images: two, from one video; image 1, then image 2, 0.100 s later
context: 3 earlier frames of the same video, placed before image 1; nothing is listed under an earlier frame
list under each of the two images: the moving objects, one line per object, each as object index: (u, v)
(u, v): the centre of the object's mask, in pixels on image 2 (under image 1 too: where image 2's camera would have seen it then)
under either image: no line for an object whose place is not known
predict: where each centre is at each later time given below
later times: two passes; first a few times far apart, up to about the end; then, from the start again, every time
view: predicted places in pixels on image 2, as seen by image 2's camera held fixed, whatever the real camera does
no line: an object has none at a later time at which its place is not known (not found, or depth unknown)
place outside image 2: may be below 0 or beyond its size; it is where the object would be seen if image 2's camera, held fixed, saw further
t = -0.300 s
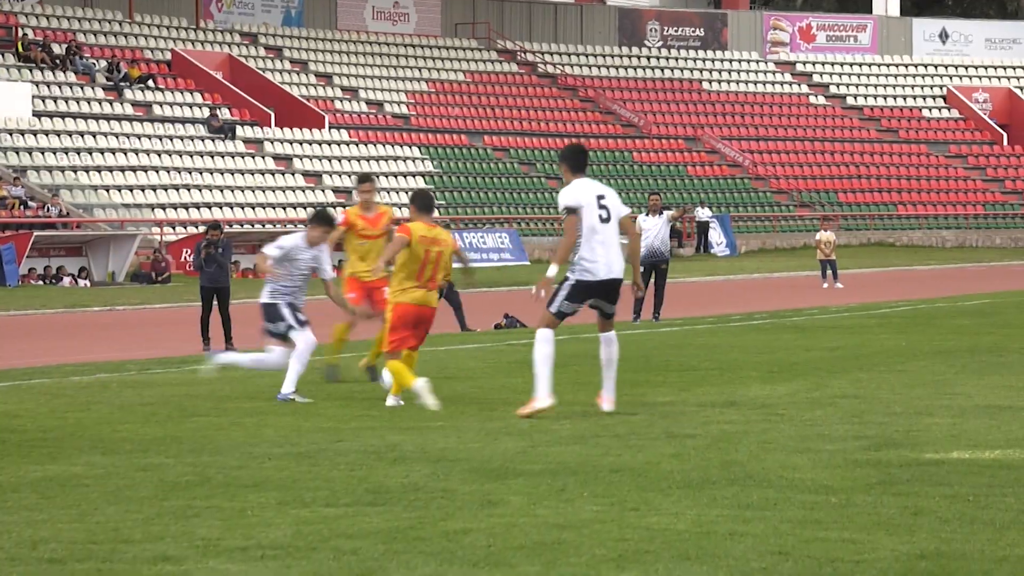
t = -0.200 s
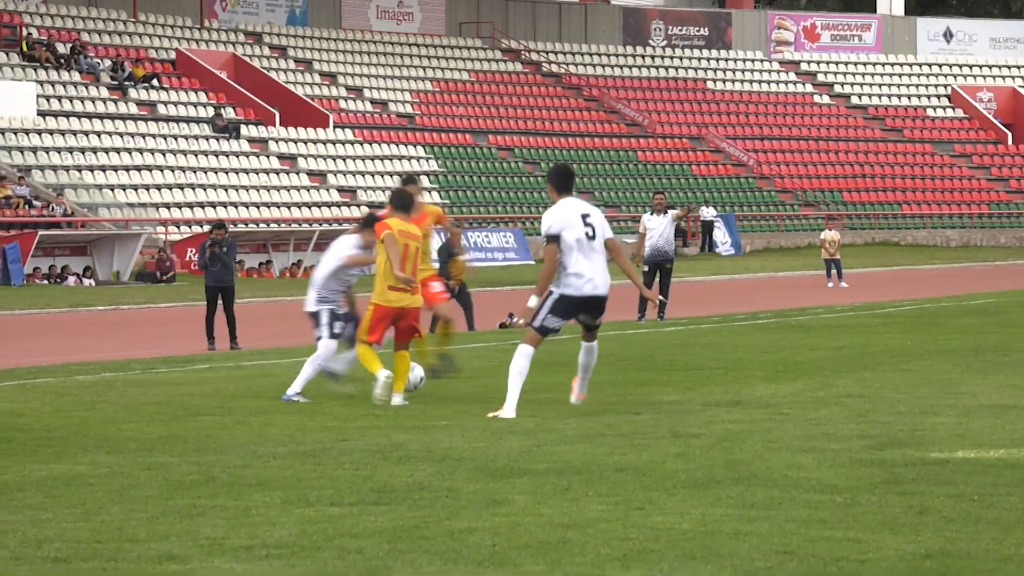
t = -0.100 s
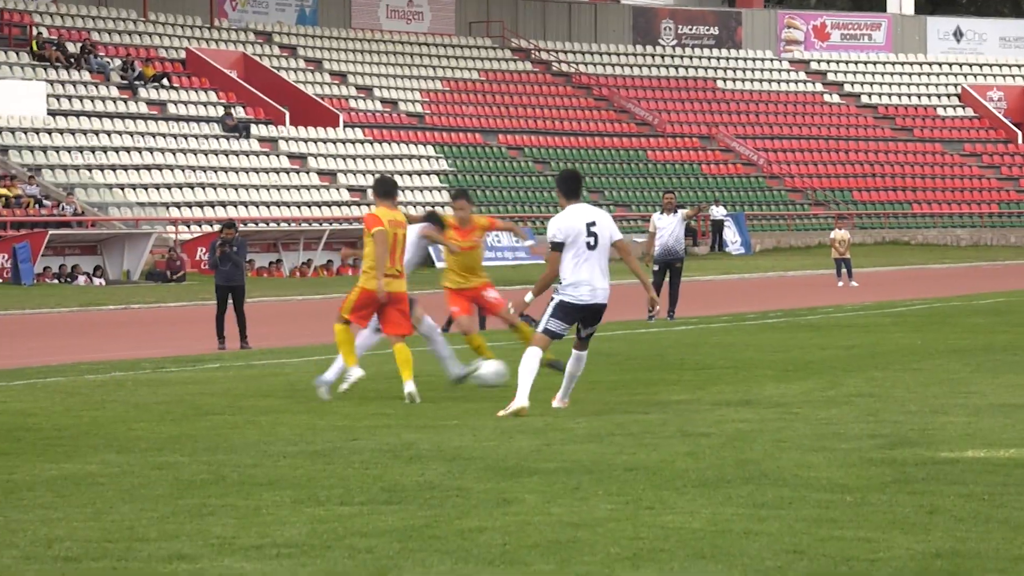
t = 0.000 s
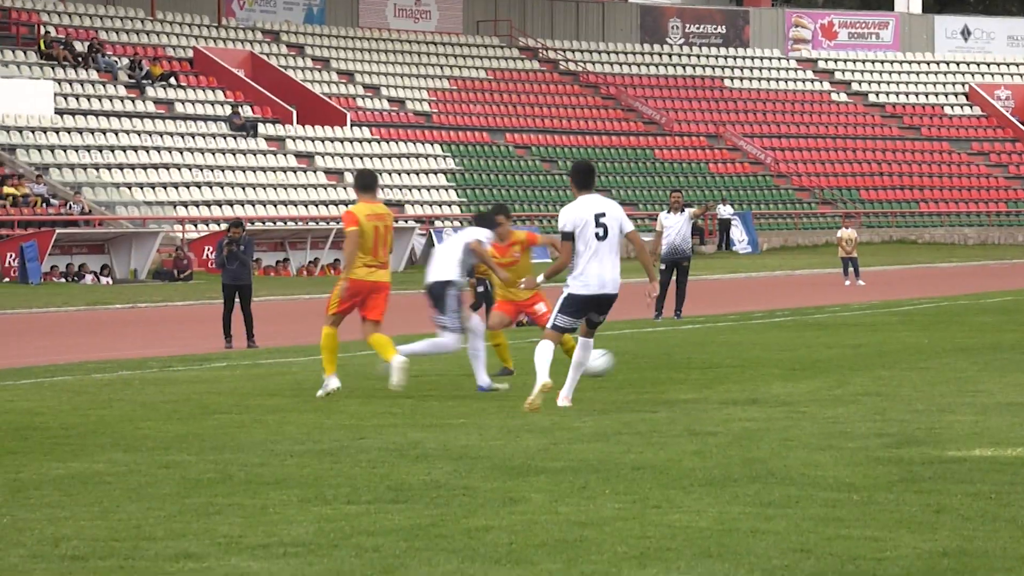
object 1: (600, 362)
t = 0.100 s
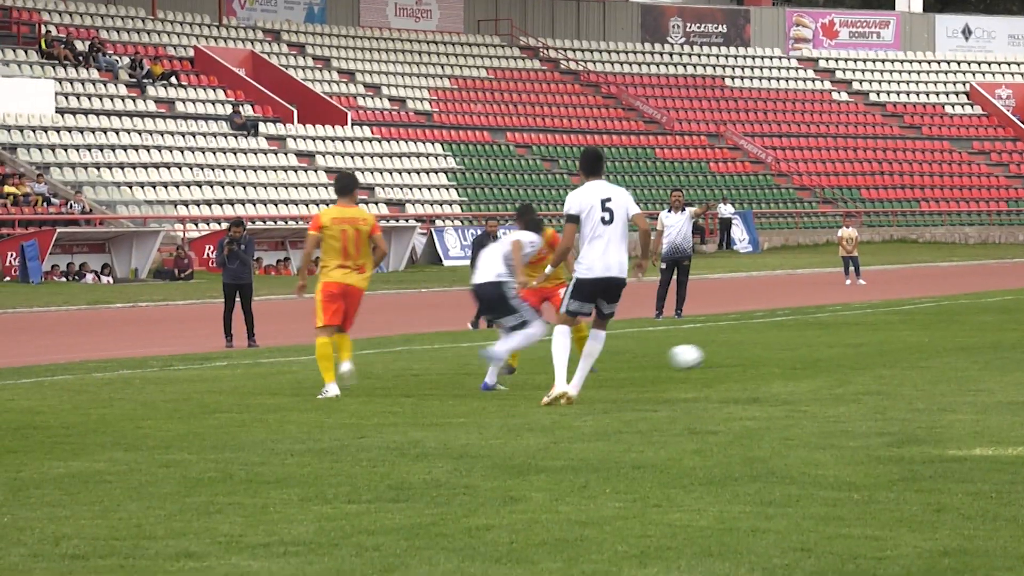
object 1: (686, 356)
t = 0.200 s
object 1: (761, 351)
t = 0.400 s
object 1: (884, 342)
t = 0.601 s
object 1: (976, 334)
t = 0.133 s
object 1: (712, 355)
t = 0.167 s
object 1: (737, 352)
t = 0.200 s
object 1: (761, 351)
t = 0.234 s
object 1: (784, 349)
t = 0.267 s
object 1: (806, 348)
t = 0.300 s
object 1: (827, 347)
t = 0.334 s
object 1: (847, 345)
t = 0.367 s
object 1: (866, 344)
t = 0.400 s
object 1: (884, 342)
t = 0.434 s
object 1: (901, 340)
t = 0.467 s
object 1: (918, 340)
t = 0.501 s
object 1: (934, 339)
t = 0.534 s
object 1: (949, 338)
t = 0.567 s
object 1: (962, 336)
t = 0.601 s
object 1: (976, 334)
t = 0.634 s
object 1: (989, 332)
